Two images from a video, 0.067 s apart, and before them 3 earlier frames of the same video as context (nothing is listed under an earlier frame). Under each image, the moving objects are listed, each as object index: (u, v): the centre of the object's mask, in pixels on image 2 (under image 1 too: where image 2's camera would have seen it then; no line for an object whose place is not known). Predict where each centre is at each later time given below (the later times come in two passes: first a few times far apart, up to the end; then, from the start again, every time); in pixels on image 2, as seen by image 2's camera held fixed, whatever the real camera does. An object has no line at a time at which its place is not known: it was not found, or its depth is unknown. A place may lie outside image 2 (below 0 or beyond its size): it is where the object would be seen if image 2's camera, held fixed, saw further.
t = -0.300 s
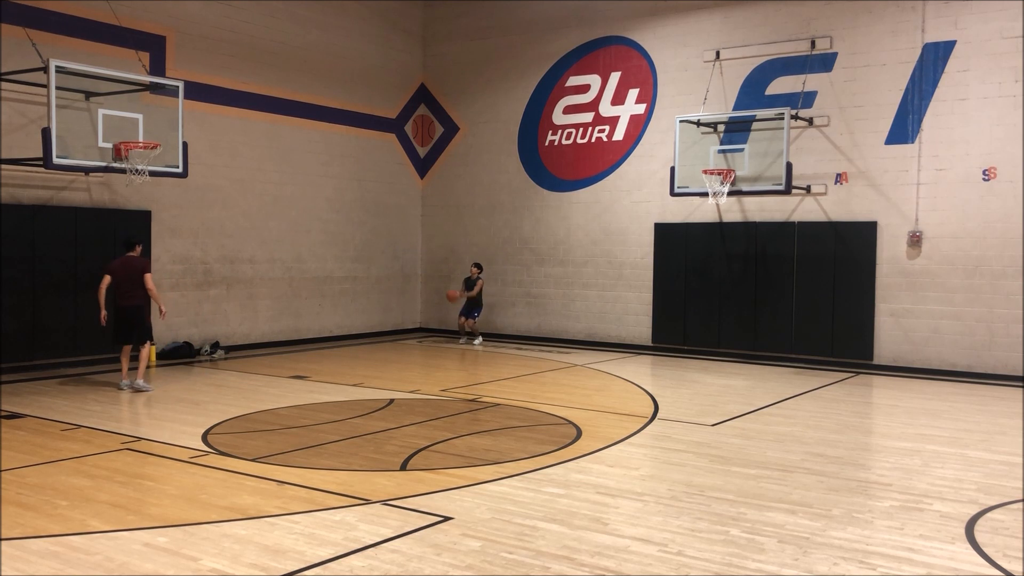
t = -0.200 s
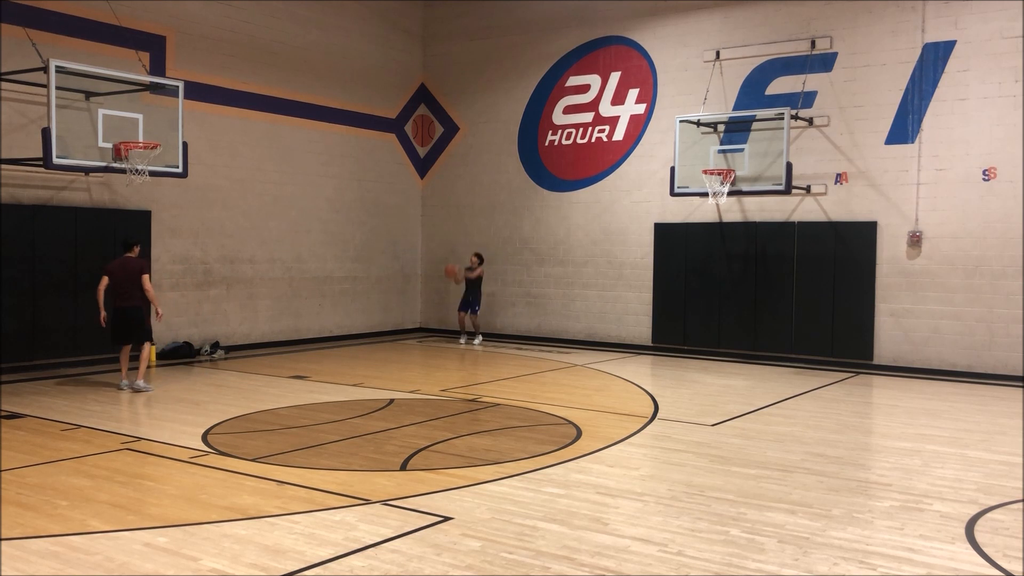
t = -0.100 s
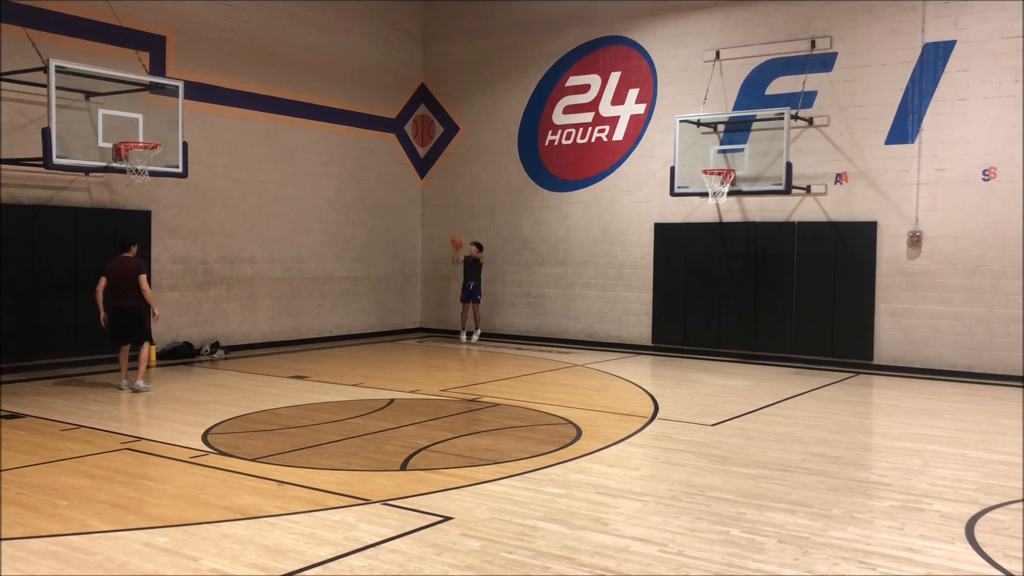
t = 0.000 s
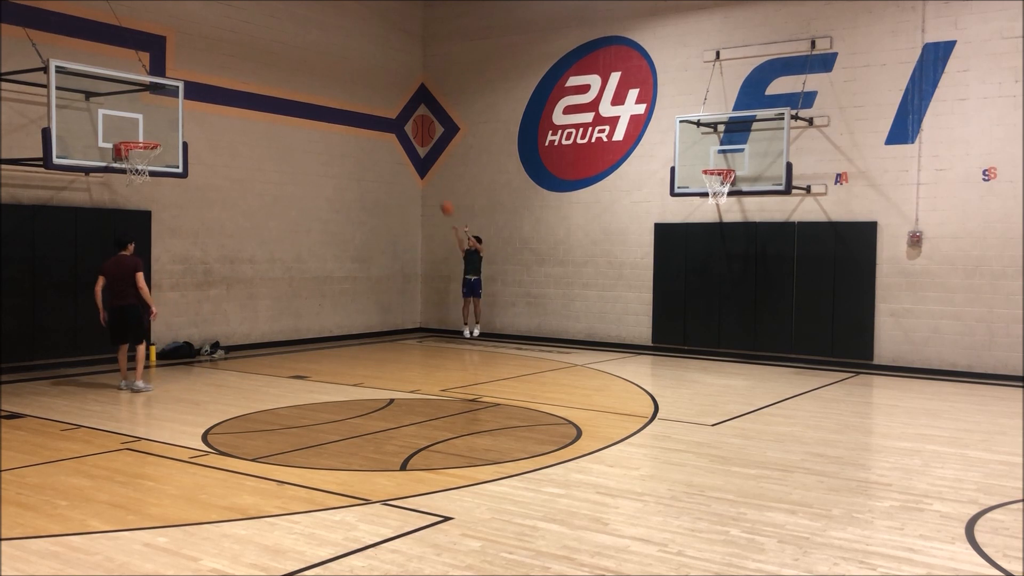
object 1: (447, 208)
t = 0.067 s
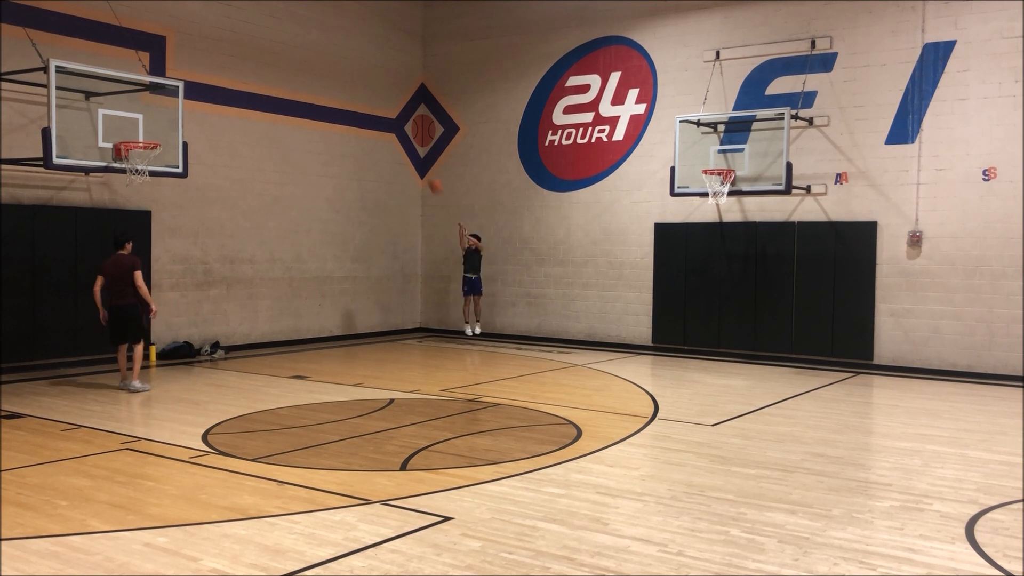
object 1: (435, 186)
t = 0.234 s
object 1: (403, 135)
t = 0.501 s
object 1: (345, 80)
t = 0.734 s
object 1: (286, 63)
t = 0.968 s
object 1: (218, 84)
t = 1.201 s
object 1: (138, 152)
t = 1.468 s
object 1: (108, 174)
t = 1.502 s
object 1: (105, 180)
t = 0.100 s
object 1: (428, 173)
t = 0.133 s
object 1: (424, 164)
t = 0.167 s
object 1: (416, 154)
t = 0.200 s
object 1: (410, 144)
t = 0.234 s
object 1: (403, 135)
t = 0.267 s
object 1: (397, 126)
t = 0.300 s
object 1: (390, 119)
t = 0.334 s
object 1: (382, 110)
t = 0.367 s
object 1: (375, 103)
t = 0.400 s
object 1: (367, 96)
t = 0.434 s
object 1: (360, 91)
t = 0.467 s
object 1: (353, 85)
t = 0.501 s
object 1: (345, 80)
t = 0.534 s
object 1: (337, 76)
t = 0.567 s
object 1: (329, 72)
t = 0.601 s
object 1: (321, 69)
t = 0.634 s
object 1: (312, 66)
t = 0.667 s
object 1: (304, 65)
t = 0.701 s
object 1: (296, 64)
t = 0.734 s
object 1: (286, 63)
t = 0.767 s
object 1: (277, 64)
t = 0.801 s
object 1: (268, 65)
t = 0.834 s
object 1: (258, 67)
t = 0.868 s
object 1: (248, 70)
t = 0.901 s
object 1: (239, 74)
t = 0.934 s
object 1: (228, 79)
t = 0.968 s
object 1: (218, 84)
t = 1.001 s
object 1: (208, 91)
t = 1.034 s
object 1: (198, 97)
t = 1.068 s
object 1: (187, 106)
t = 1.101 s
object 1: (173, 117)
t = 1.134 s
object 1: (162, 126)
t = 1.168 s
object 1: (152, 136)
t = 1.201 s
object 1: (138, 152)
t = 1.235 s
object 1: (129, 161)
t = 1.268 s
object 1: (124, 164)
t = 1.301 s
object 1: (121, 163)
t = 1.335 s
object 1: (118, 164)
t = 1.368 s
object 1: (116, 164)
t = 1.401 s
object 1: (113, 166)
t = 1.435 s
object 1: (110, 170)
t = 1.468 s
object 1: (108, 174)
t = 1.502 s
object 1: (105, 180)
